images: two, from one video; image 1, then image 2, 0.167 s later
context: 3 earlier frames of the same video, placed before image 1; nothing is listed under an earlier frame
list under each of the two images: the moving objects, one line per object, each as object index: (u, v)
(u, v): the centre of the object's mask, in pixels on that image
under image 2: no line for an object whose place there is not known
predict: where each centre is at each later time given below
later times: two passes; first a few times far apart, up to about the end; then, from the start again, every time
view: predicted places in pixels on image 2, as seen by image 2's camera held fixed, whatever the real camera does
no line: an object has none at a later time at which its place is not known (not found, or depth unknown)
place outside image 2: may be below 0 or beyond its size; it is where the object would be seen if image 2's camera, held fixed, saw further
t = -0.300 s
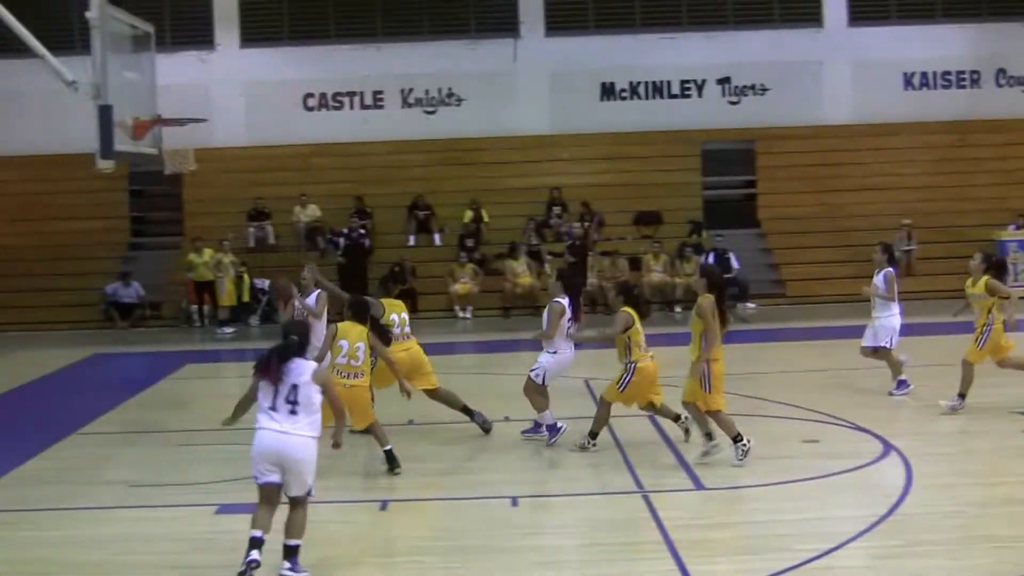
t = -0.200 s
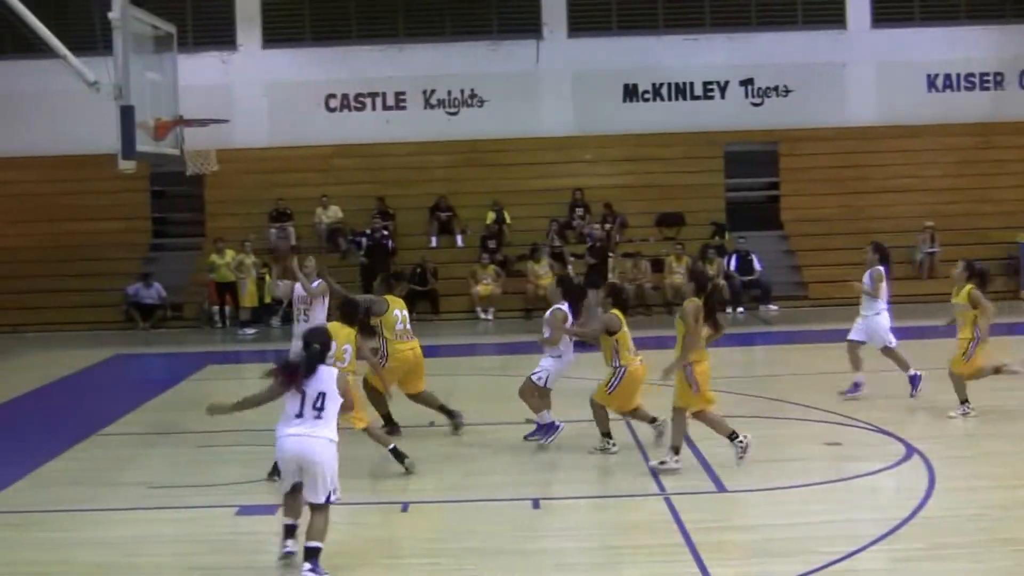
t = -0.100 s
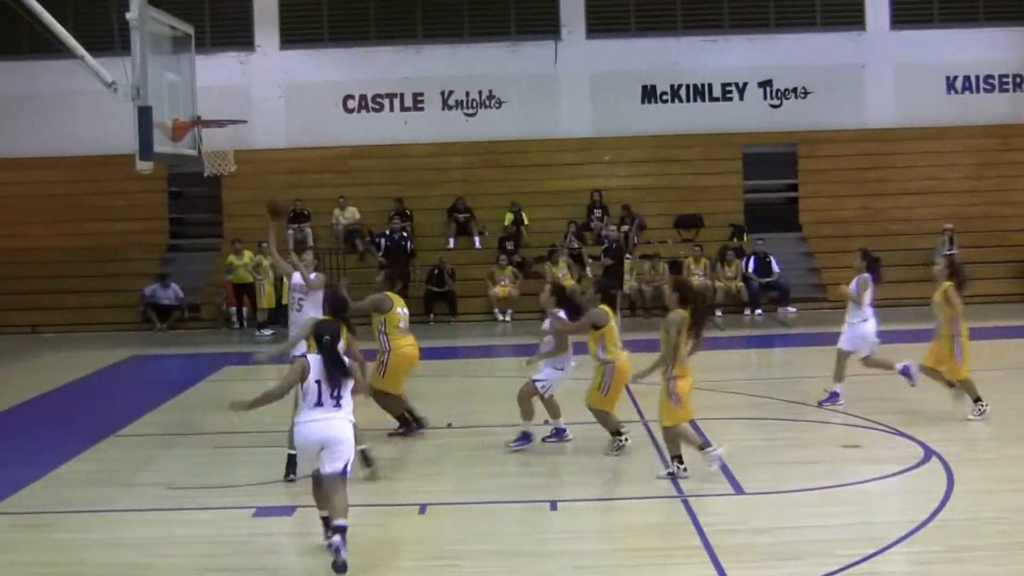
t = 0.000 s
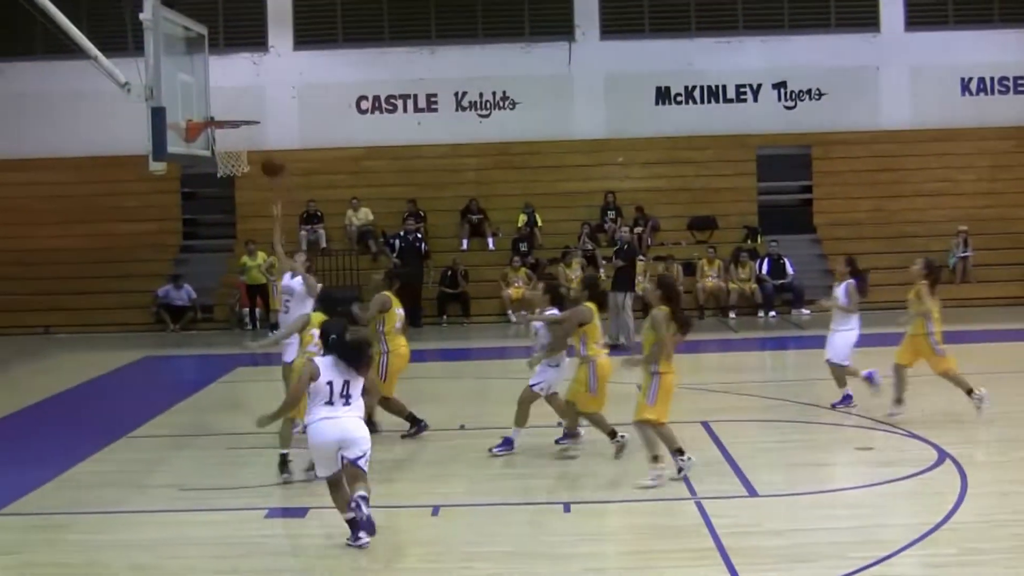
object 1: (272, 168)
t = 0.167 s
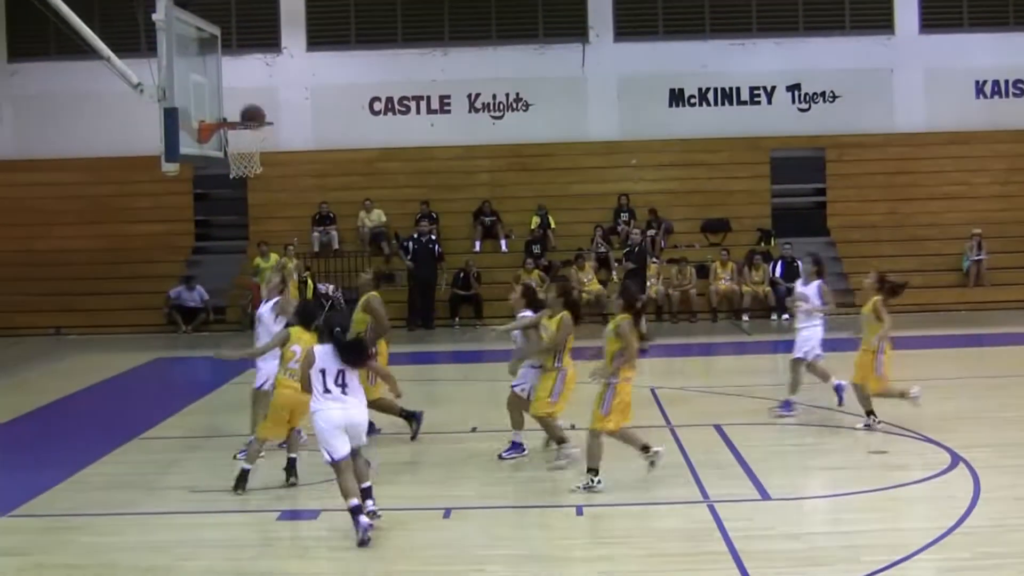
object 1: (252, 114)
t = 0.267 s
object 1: (232, 100)
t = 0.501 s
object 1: (232, 105)
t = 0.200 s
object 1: (246, 109)
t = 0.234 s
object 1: (239, 104)
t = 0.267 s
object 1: (232, 100)
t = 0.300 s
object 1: (225, 97)
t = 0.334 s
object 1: (219, 95)
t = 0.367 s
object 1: (219, 94)
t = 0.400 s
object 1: (222, 95)
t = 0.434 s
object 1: (225, 97)
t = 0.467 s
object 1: (229, 100)
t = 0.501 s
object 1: (232, 105)
